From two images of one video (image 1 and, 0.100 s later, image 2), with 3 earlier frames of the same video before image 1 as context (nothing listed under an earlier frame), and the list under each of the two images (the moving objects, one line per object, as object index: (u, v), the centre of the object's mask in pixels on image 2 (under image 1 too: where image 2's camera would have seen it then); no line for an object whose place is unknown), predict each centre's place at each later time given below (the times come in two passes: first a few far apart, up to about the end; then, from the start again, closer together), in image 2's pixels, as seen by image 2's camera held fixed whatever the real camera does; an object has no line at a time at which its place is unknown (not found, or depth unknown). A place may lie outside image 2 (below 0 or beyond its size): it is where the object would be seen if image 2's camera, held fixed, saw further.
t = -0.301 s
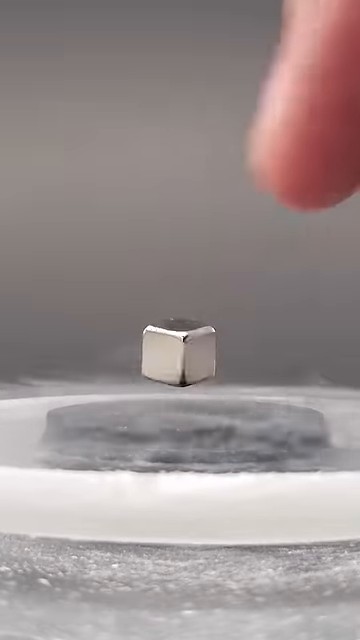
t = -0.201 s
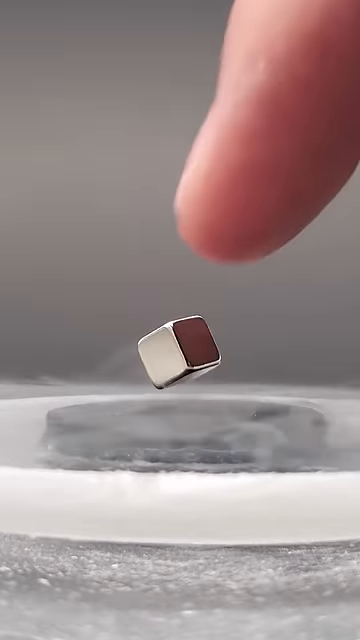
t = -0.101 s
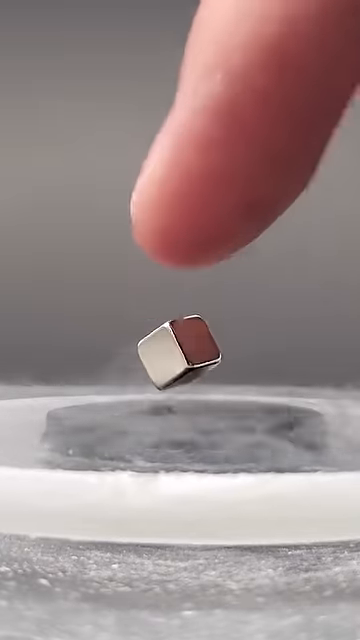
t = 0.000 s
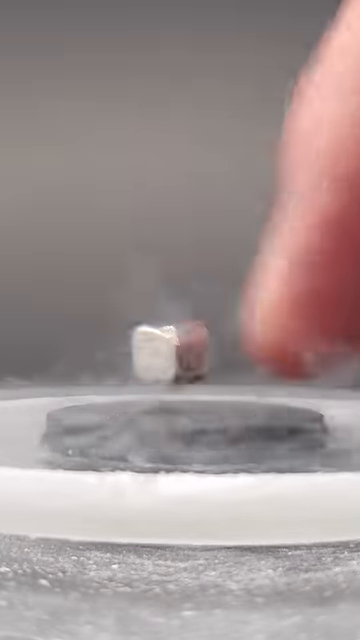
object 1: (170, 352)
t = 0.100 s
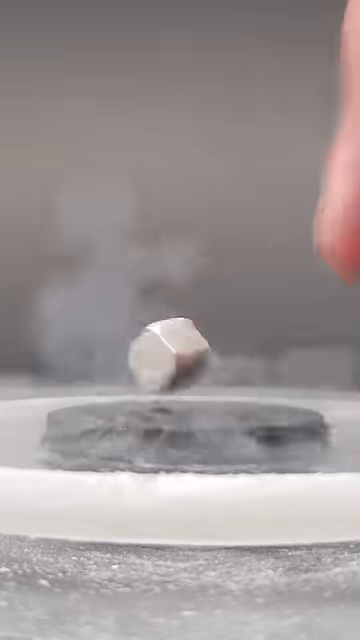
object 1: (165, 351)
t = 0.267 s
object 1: (165, 350)
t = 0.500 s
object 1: (169, 355)
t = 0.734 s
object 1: (169, 355)
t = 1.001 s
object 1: (170, 355)
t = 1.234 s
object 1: (169, 351)
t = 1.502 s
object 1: (170, 355)
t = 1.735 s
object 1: (168, 352)
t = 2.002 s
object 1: (169, 354)
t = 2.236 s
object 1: (169, 355)
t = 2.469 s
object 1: (168, 356)
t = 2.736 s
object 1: (170, 355)
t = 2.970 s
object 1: (169, 352)
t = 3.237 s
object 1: (169, 353)
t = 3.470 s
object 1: (169, 355)
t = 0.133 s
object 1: (168, 354)
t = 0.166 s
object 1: (168, 356)
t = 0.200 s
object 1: (169, 354)
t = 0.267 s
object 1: (165, 350)
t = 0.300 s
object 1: (168, 355)
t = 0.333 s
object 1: (167, 358)
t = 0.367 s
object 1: (169, 355)
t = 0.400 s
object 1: (170, 353)
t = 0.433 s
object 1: (169, 355)
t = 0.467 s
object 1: (169, 354)
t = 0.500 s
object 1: (169, 355)
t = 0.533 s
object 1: (170, 355)
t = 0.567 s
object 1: (168, 350)
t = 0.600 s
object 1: (166, 350)
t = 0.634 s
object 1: (170, 355)
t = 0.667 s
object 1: (170, 355)
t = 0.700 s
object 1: (167, 352)
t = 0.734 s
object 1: (169, 355)
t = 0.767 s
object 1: (170, 356)
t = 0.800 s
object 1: (170, 354)
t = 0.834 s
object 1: (169, 354)
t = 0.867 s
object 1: (169, 355)
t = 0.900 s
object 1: (170, 355)
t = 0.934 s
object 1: (167, 351)
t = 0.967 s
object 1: (169, 355)
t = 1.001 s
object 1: (170, 355)
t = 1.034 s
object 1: (168, 352)
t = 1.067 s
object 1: (169, 355)
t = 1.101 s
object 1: (170, 356)
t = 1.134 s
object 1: (168, 351)
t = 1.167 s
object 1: (169, 355)
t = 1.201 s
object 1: (170, 355)
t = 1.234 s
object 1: (169, 351)
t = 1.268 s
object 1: (170, 355)
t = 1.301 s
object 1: (170, 356)
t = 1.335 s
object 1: (170, 355)
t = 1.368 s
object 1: (171, 355)
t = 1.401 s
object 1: (170, 355)
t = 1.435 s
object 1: (170, 354)
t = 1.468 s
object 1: (170, 354)
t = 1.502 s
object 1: (170, 355)
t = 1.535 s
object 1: (171, 356)
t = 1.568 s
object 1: (168, 351)
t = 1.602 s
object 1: (170, 355)
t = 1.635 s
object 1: (171, 354)
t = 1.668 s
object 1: (169, 355)
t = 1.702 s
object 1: (170, 356)
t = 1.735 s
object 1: (168, 352)
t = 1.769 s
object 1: (170, 355)
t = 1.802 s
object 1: (170, 353)
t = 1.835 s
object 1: (170, 355)
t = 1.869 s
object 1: (170, 354)
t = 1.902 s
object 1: (170, 354)
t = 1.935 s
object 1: (171, 356)
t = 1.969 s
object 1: (168, 352)
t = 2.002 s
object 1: (169, 354)
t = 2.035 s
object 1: (169, 352)
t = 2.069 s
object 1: (170, 354)
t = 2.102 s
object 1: (169, 353)
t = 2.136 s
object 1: (169, 354)
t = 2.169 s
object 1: (170, 354)
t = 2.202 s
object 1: (169, 355)
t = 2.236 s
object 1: (169, 355)
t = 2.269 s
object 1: (168, 355)
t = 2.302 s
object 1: (169, 354)
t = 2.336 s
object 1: (169, 356)
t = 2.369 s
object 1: (170, 354)
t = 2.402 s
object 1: (168, 355)
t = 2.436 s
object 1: (169, 354)
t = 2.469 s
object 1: (168, 356)
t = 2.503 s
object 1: (168, 353)
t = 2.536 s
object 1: (169, 356)
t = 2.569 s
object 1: (168, 352)
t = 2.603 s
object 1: (169, 357)
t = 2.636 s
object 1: (169, 354)
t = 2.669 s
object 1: (170, 356)
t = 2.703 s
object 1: (168, 355)
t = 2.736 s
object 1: (170, 355)
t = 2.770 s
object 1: (168, 355)
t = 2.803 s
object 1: (169, 353)
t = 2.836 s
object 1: (169, 358)
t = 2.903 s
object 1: (170, 356)
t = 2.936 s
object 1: (169, 355)
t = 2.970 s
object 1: (169, 352)
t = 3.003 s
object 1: (169, 358)
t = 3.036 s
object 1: (168, 354)
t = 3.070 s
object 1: (170, 356)
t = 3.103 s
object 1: (169, 355)
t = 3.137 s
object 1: (168, 353)
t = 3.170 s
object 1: (170, 358)
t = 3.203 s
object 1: (169, 355)
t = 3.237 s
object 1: (169, 353)
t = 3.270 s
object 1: (169, 359)
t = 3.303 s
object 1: (169, 355)
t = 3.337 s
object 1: (170, 355)
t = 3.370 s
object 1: (169, 355)
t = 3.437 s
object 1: (170, 356)
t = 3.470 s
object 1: (169, 355)
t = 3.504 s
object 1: (168, 355)
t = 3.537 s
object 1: (169, 357)
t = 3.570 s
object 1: (169, 355)
